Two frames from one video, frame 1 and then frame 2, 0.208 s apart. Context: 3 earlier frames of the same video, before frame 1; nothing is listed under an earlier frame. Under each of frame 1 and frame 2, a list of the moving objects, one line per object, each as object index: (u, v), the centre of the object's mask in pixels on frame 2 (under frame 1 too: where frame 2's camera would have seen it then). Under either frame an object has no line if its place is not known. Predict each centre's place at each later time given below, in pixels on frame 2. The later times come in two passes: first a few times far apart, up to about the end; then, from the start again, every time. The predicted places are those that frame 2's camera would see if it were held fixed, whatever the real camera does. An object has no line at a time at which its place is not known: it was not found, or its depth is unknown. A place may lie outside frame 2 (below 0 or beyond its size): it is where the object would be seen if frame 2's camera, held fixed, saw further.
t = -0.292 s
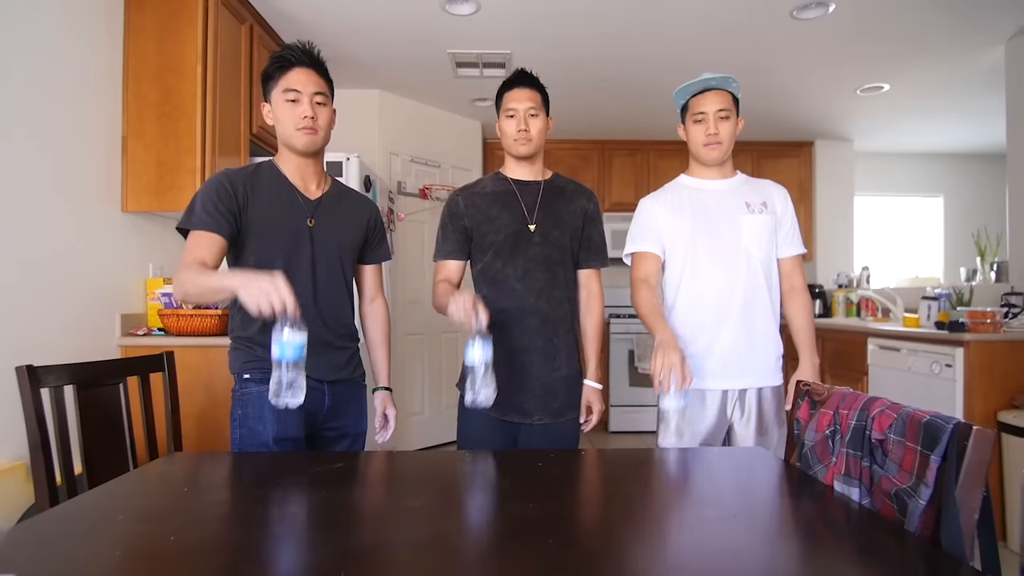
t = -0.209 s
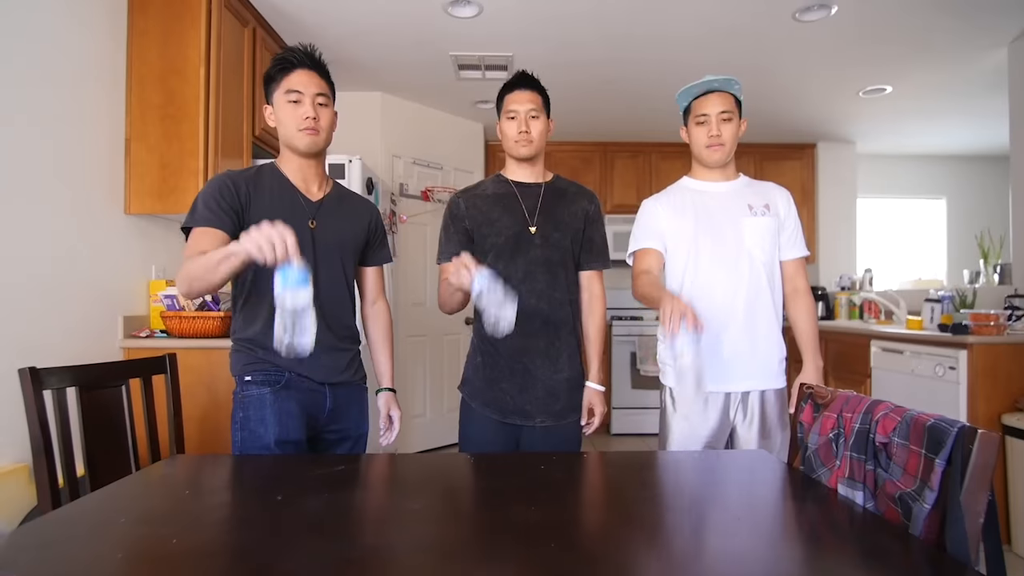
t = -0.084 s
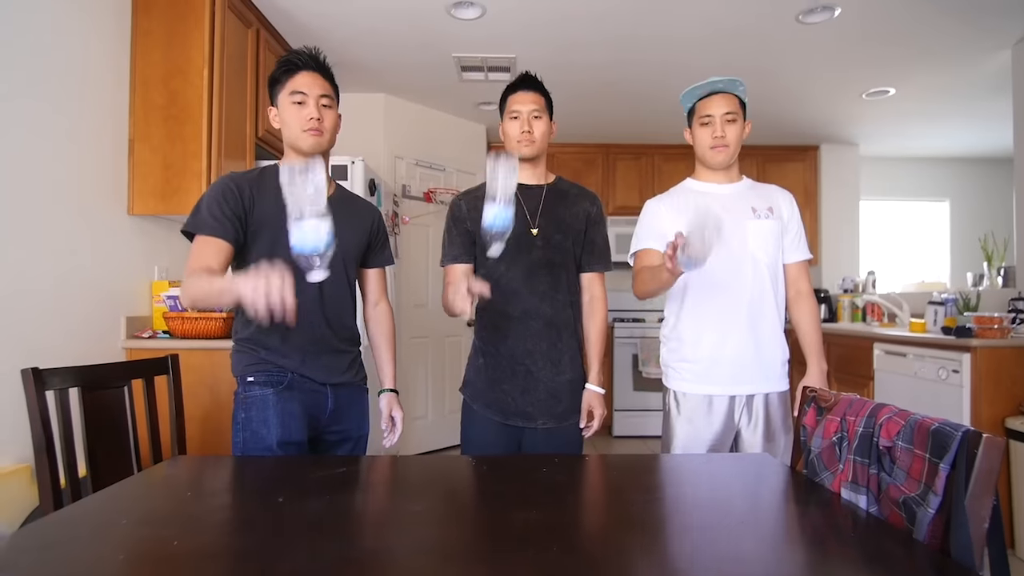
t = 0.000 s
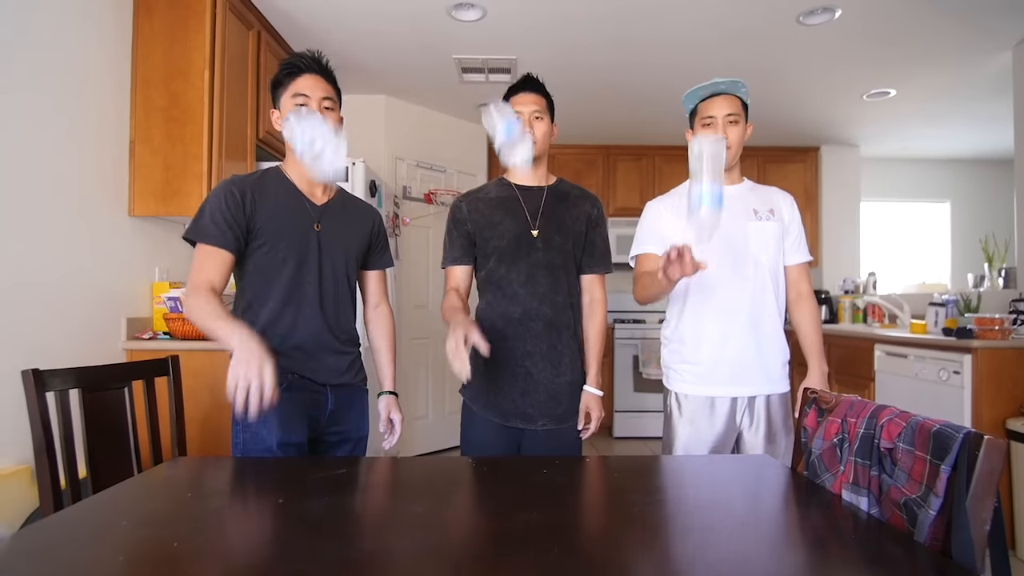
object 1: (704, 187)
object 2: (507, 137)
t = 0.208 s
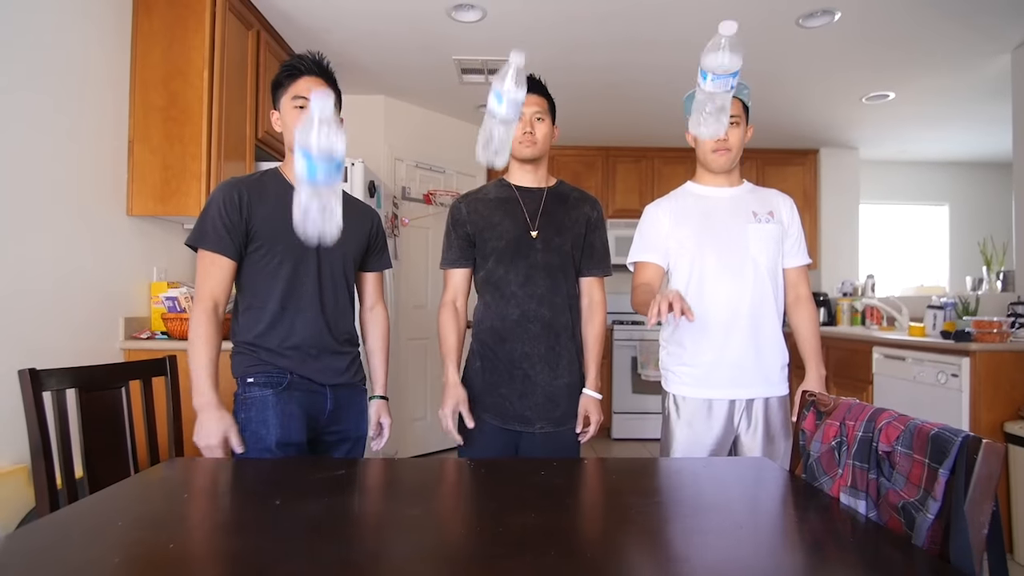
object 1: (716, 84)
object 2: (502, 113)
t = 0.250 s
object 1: (716, 100)
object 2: (500, 144)
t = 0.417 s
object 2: (493, 369)
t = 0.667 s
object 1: (724, 455)
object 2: (492, 431)
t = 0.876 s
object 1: (724, 455)
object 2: (492, 431)
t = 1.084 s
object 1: (724, 456)
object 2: (492, 431)
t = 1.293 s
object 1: (724, 456)
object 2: (492, 431)
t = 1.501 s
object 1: (724, 456)
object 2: (492, 431)
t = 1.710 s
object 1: (724, 456)
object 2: (492, 431)
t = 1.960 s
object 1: (724, 455)
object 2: (492, 431)
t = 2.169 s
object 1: (724, 456)
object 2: (492, 431)
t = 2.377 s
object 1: (724, 456)
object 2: (492, 431)
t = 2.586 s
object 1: (724, 456)
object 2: (492, 430)
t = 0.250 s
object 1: (716, 100)
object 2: (500, 144)
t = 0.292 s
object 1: (717, 126)
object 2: (498, 185)
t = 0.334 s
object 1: (718, 164)
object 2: (496, 235)
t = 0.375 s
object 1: (718, 218)
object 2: (495, 295)
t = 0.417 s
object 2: (493, 369)
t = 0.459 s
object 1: (717, 391)
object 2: (490, 430)
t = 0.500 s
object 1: (720, 457)
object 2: (490, 430)
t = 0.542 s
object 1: (724, 454)
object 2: (491, 430)
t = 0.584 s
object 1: (724, 455)
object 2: (492, 430)
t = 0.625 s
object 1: (724, 455)
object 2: (492, 430)
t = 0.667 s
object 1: (724, 455)
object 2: (492, 431)
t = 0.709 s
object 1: (725, 455)
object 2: (492, 431)
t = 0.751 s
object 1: (725, 455)
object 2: (492, 431)
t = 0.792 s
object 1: (724, 455)
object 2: (492, 431)
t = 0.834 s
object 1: (724, 455)
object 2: (492, 431)
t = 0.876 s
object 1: (724, 455)
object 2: (492, 431)
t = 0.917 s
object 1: (724, 455)
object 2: (492, 431)
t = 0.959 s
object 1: (724, 455)
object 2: (492, 431)
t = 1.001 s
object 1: (724, 455)
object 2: (492, 431)
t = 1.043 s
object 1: (724, 455)
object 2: (492, 431)
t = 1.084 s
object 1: (724, 456)
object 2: (492, 431)
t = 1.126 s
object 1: (724, 456)
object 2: (492, 431)
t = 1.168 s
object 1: (724, 456)
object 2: (492, 431)
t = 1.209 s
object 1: (724, 456)
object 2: (492, 431)
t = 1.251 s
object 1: (724, 456)
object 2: (492, 431)
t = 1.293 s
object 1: (724, 456)
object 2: (492, 431)
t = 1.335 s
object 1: (724, 456)
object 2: (492, 431)
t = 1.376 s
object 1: (724, 456)
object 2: (492, 431)
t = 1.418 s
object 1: (724, 456)
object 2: (492, 431)
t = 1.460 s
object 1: (724, 456)
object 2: (492, 431)
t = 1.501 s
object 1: (724, 456)
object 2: (492, 431)
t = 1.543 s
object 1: (724, 456)
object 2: (492, 431)
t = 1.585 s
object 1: (724, 456)
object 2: (492, 431)
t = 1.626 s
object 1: (724, 456)
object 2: (492, 431)
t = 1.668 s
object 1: (724, 456)
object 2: (492, 431)
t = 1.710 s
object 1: (724, 456)
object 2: (492, 431)
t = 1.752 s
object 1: (724, 456)
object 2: (492, 431)
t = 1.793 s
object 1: (724, 456)
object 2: (492, 431)
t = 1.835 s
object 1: (724, 455)
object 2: (492, 431)
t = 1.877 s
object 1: (724, 455)
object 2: (492, 431)
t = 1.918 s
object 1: (724, 456)
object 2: (492, 431)
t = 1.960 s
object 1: (724, 455)
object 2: (492, 431)
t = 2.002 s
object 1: (724, 456)
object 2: (492, 431)
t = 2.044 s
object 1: (724, 456)
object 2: (492, 431)
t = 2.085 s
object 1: (724, 456)
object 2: (492, 431)
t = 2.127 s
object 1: (724, 456)
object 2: (492, 431)
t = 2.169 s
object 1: (724, 456)
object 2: (492, 431)
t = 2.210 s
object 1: (724, 456)
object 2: (492, 431)
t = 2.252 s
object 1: (724, 456)
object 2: (492, 431)
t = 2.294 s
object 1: (724, 456)
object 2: (492, 431)
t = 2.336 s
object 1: (724, 456)
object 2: (492, 431)
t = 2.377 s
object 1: (724, 456)
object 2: (492, 431)
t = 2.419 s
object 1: (724, 456)
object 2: (492, 431)
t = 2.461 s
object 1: (724, 456)
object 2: (492, 431)
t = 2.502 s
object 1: (725, 456)
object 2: (492, 431)
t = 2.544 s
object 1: (724, 456)
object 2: (492, 431)
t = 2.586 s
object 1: (724, 456)
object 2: (492, 430)
